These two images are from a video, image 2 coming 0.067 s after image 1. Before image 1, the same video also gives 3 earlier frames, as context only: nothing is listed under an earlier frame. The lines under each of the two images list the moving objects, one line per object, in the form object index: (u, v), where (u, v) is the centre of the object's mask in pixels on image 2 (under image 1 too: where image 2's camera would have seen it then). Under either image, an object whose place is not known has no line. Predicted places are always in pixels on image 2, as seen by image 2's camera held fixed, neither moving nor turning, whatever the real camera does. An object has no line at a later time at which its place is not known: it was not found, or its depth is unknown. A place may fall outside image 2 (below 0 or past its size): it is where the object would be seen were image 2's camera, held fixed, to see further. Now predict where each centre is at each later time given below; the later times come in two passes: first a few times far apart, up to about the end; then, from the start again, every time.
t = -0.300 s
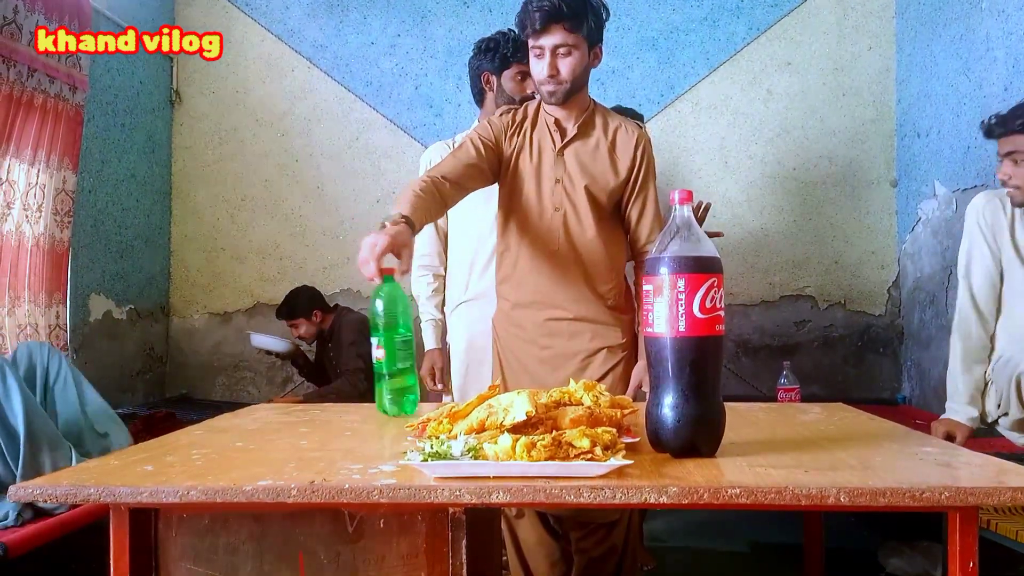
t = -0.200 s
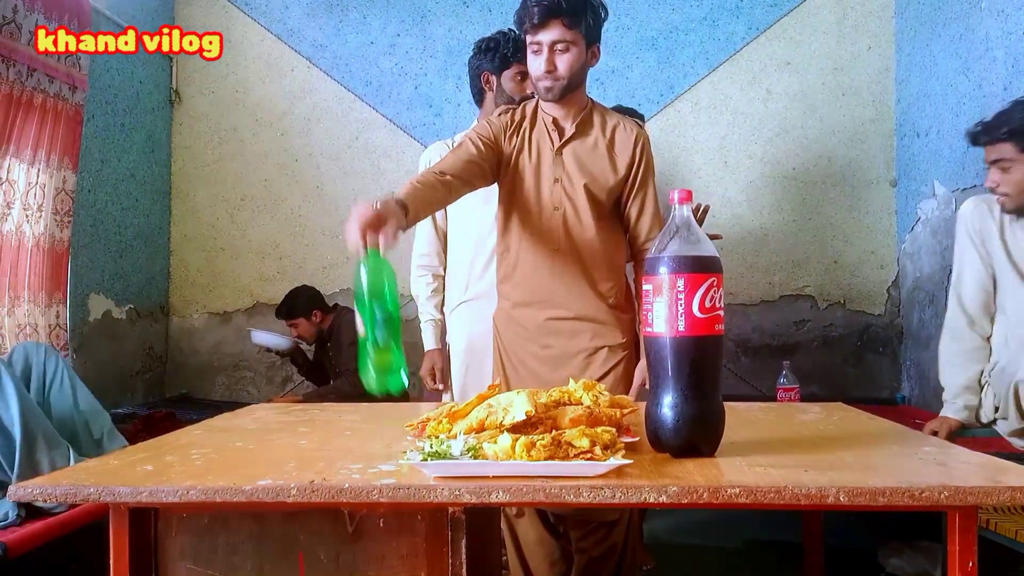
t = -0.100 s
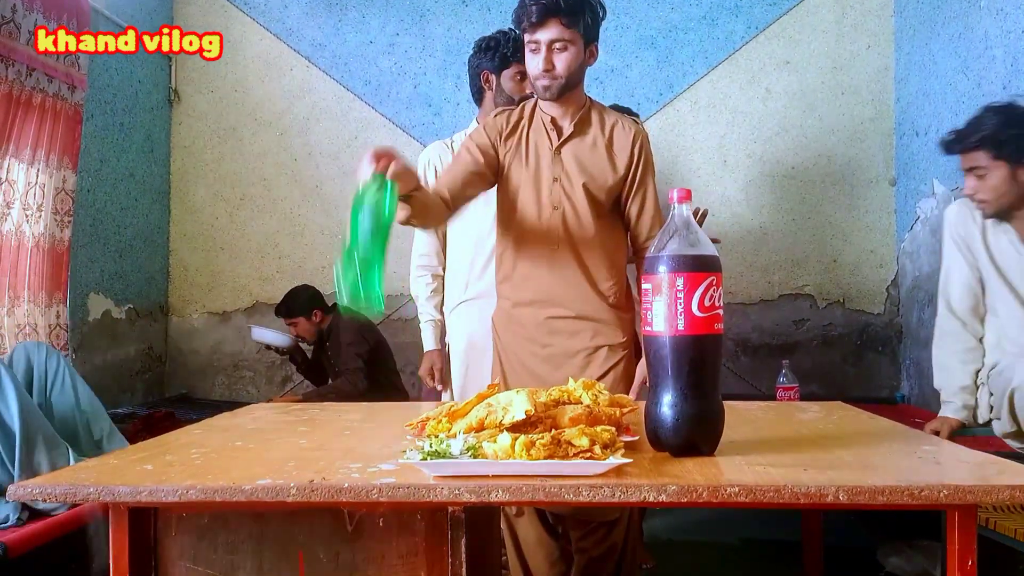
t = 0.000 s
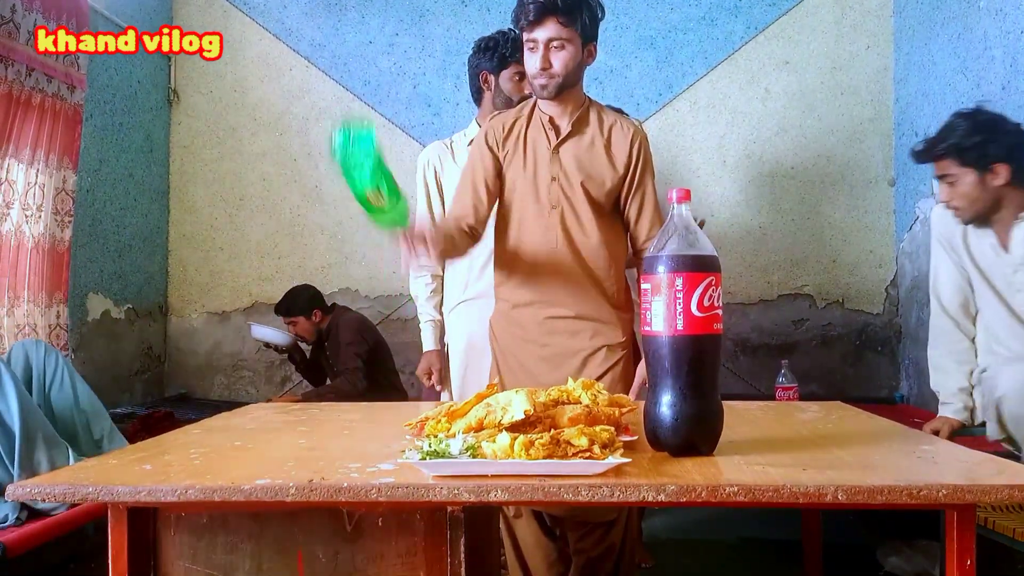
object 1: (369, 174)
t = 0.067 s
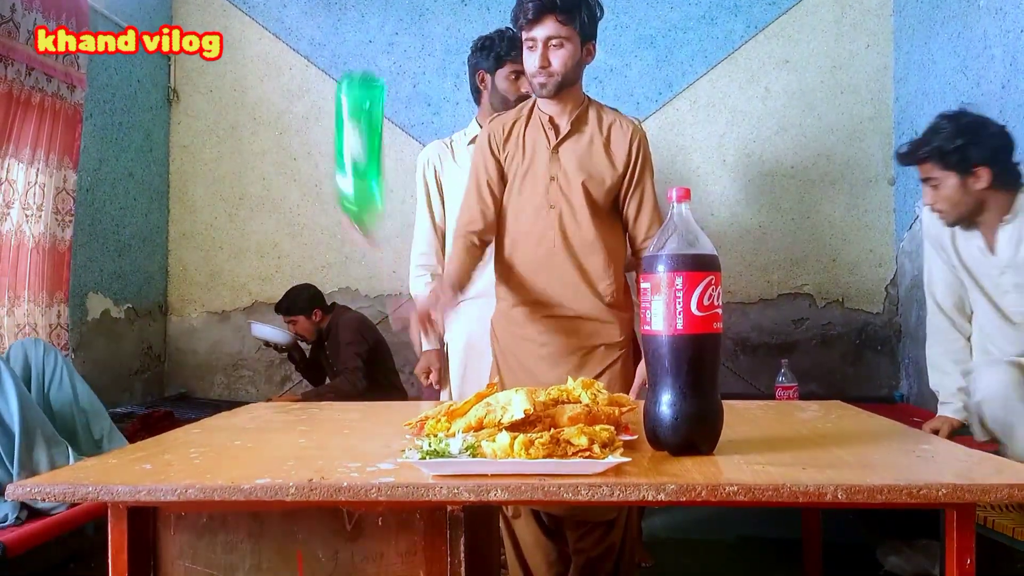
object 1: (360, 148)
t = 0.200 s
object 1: (345, 100)
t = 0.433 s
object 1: (354, 353)
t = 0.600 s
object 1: (352, 358)
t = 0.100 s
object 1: (353, 128)
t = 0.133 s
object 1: (348, 107)
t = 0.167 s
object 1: (346, 97)
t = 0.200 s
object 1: (345, 100)
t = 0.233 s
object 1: (345, 109)
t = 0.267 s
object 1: (345, 127)
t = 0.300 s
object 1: (346, 158)
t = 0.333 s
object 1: (347, 190)
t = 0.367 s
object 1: (351, 240)
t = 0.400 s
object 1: (354, 298)
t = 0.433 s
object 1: (354, 353)
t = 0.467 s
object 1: (351, 355)
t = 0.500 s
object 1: (351, 358)
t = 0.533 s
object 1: (352, 358)
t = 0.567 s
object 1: (352, 358)
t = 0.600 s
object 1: (352, 358)
